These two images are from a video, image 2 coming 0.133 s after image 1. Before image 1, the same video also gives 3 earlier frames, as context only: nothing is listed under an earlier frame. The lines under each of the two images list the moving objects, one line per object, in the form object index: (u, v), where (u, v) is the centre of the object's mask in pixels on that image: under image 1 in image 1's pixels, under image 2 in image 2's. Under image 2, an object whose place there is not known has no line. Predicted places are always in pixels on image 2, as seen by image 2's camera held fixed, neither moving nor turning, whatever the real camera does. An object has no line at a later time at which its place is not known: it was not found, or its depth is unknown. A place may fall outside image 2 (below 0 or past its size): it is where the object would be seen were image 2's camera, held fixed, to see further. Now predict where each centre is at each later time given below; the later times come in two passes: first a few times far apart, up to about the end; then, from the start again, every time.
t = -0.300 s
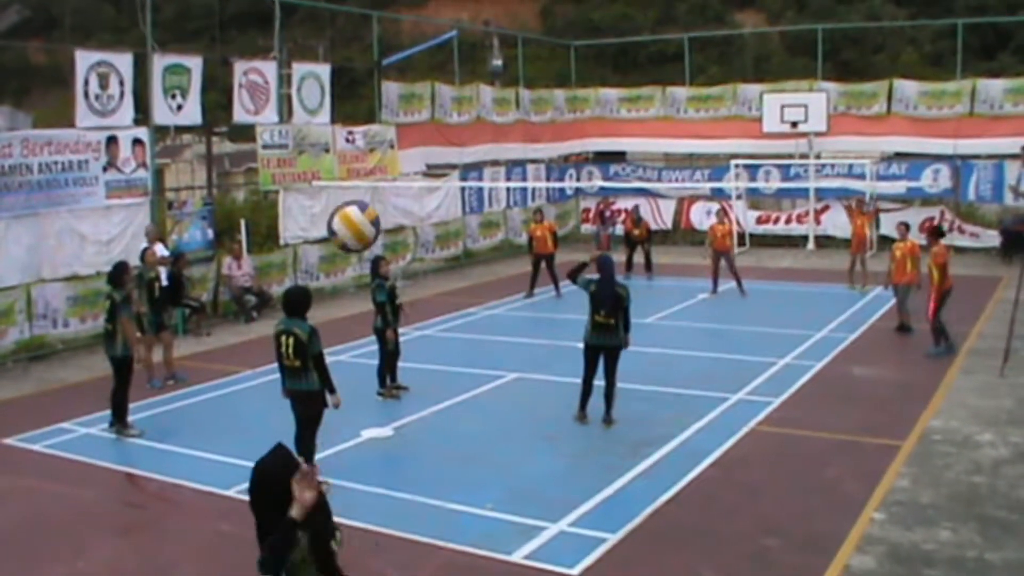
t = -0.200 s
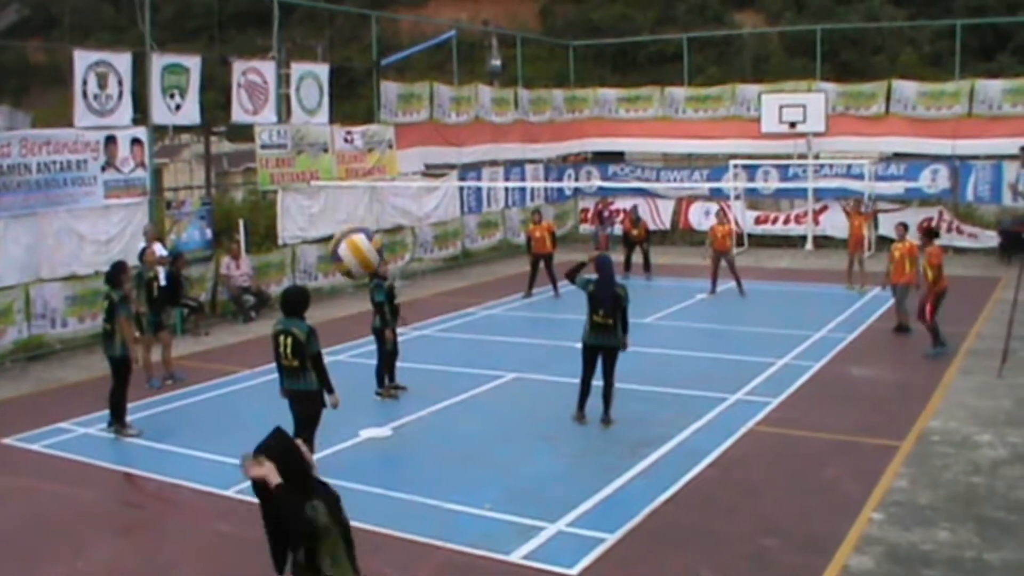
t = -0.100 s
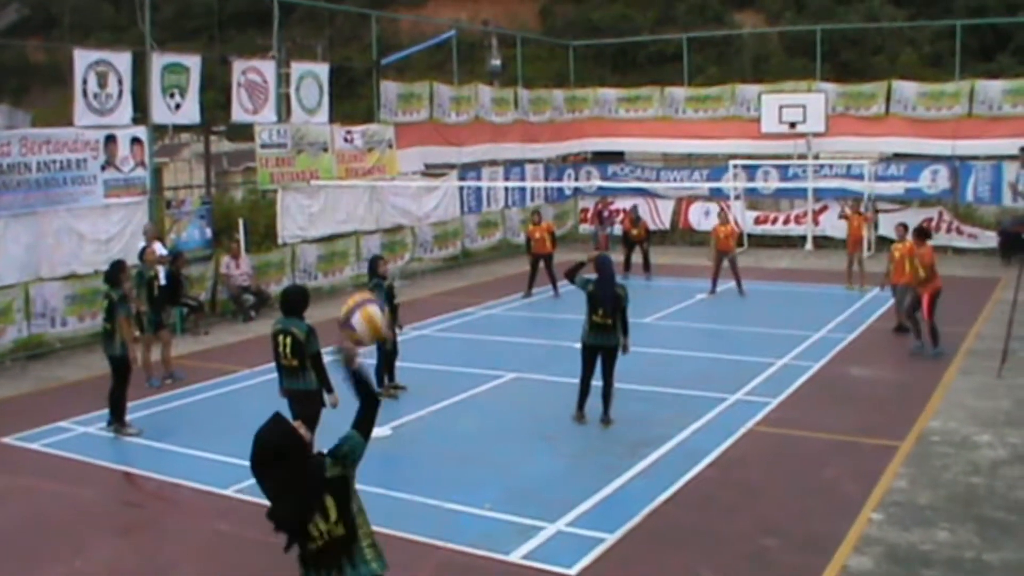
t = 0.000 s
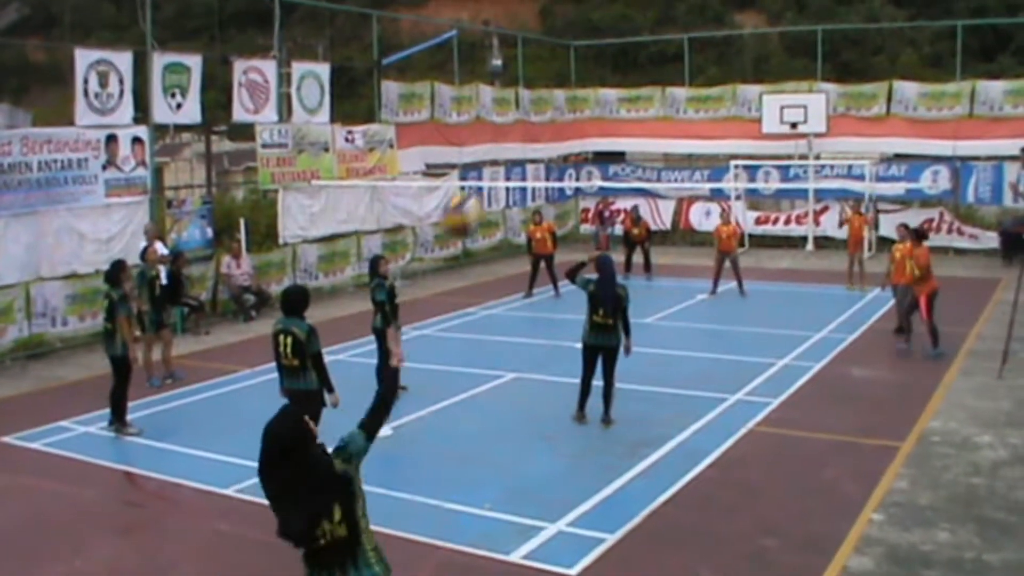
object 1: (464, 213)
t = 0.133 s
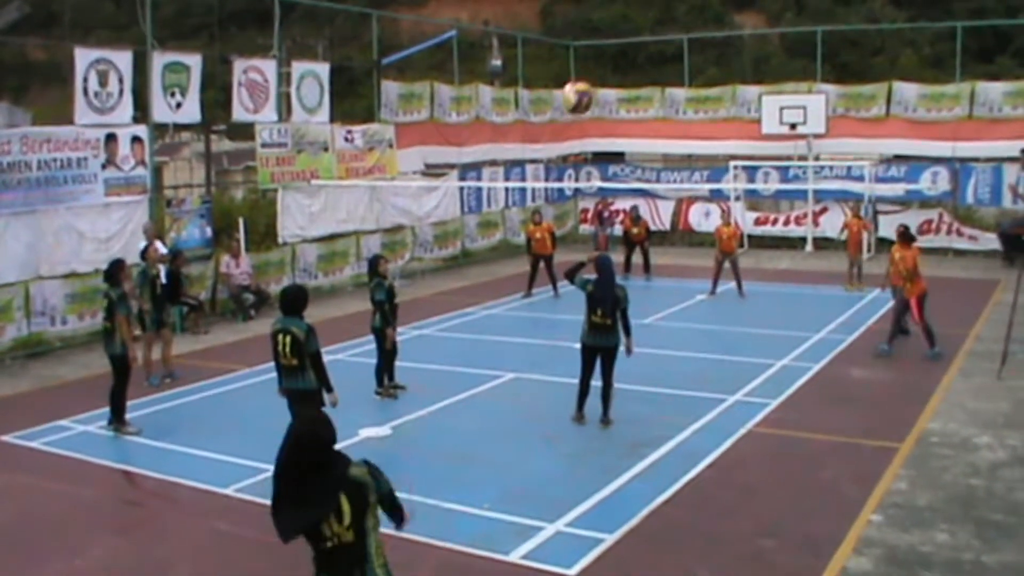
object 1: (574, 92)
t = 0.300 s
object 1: (652, 37)
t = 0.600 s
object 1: (716, 51)
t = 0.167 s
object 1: (582, 84)
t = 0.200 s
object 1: (605, 68)
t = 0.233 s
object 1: (623, 54)
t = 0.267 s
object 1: (639, 42)
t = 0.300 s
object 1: (652, 37)
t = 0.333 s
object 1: (657, 38)
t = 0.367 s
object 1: (663, 37)
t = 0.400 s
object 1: (672, 34)
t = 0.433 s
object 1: (683, 38)
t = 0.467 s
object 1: (693, 39)
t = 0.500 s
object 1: (701, 43)
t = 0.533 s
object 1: (705, 44)
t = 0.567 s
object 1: (709, 46)
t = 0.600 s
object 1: (716, 51)
